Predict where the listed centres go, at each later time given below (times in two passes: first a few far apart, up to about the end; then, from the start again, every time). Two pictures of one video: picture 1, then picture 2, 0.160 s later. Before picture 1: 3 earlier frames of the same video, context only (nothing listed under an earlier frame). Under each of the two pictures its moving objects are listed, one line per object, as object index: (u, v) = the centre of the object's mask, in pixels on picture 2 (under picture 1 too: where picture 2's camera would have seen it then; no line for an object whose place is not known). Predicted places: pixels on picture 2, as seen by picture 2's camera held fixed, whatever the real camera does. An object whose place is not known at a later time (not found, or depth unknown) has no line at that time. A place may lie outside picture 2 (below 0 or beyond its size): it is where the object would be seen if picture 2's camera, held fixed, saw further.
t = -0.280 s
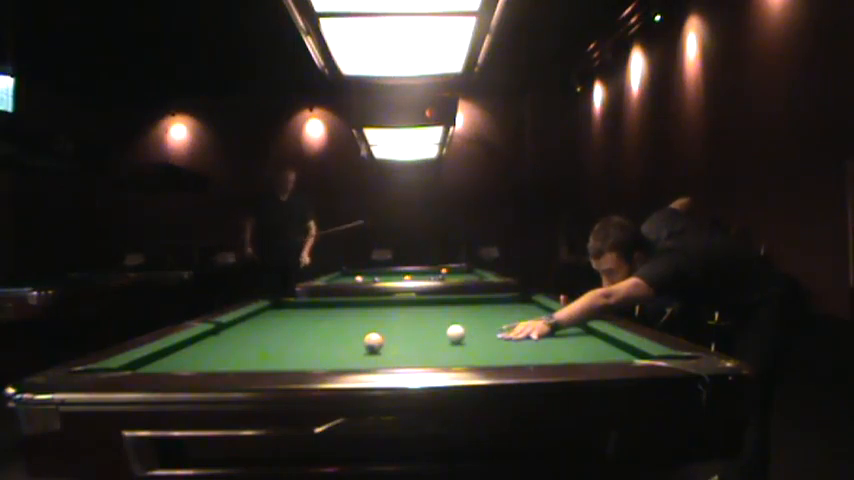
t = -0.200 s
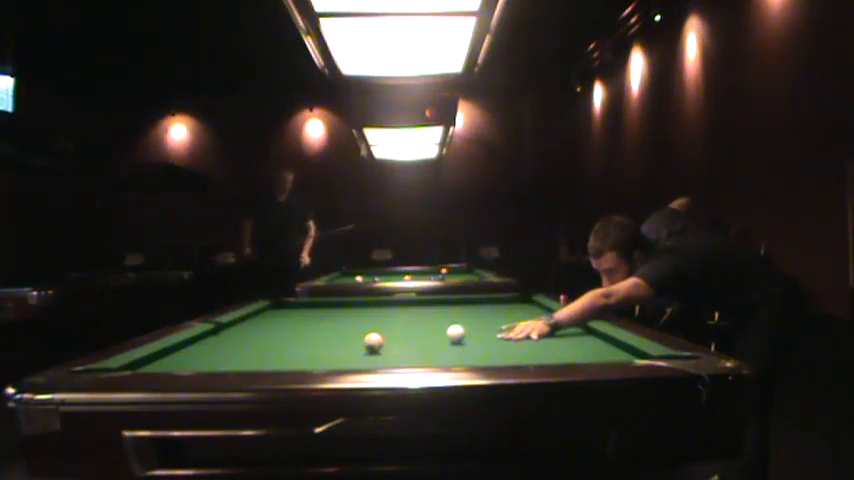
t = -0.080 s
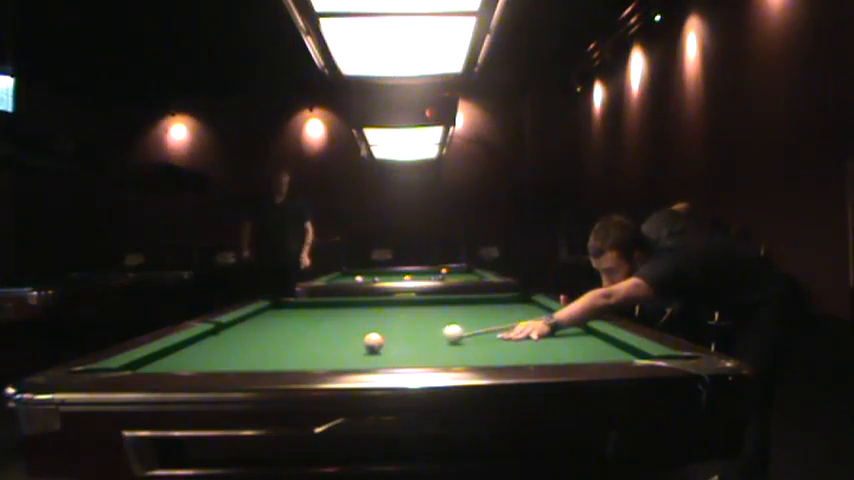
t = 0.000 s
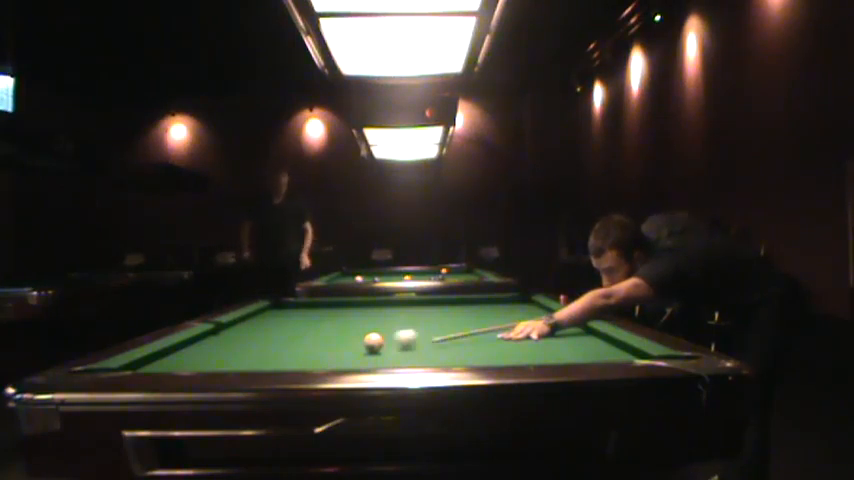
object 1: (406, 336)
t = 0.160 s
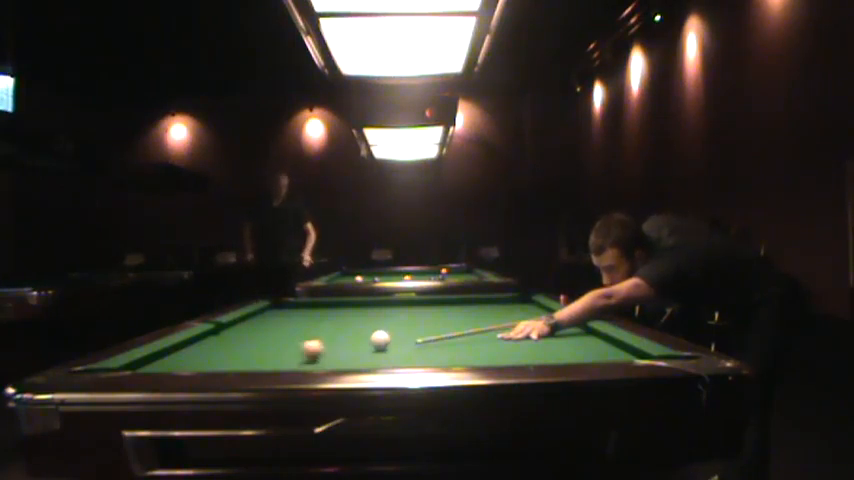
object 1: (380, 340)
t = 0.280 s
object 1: (375, 339)
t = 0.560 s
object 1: (363, 338)
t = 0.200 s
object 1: (378, 339)
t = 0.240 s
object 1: (376, 339)
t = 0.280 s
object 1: (375, 339)
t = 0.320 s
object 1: (373, 339)
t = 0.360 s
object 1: (371, 339)
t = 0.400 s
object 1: (369, 339)
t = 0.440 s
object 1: (368, 339)
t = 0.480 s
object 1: (366, 339)
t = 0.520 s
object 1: (365, 339)
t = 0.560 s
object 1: (363, 338)
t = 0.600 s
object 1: (362, 338)
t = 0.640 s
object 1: (360, 338)
